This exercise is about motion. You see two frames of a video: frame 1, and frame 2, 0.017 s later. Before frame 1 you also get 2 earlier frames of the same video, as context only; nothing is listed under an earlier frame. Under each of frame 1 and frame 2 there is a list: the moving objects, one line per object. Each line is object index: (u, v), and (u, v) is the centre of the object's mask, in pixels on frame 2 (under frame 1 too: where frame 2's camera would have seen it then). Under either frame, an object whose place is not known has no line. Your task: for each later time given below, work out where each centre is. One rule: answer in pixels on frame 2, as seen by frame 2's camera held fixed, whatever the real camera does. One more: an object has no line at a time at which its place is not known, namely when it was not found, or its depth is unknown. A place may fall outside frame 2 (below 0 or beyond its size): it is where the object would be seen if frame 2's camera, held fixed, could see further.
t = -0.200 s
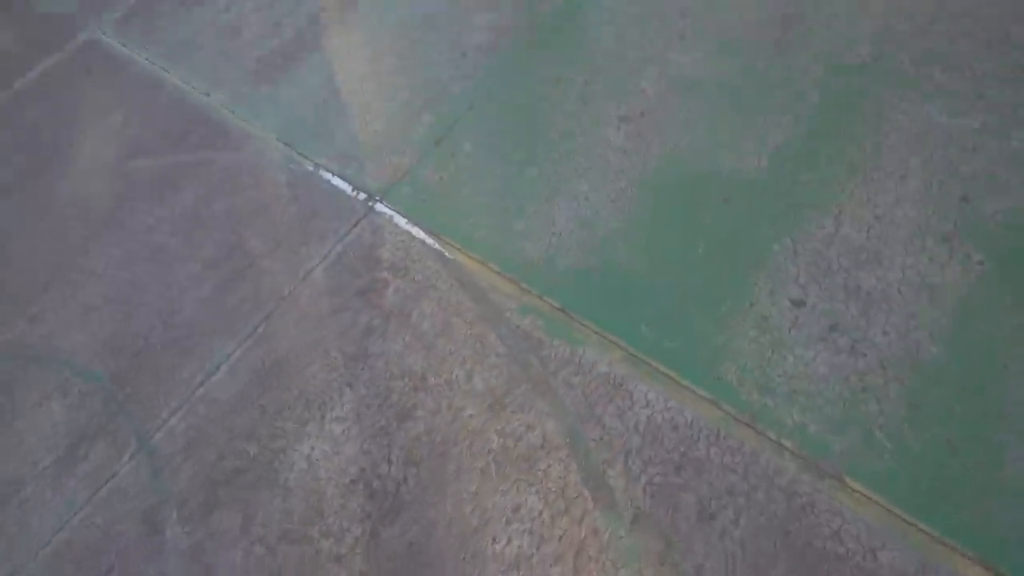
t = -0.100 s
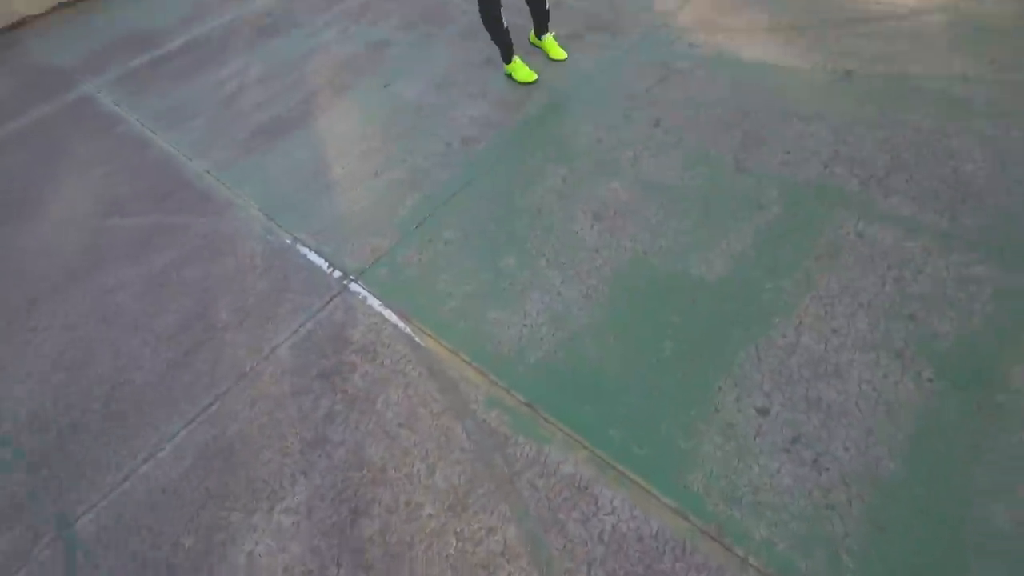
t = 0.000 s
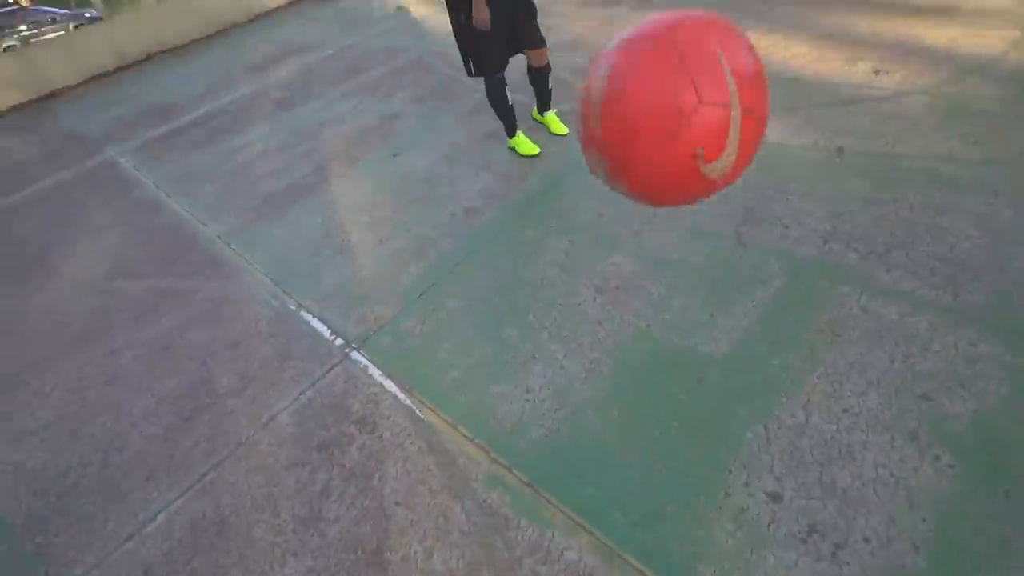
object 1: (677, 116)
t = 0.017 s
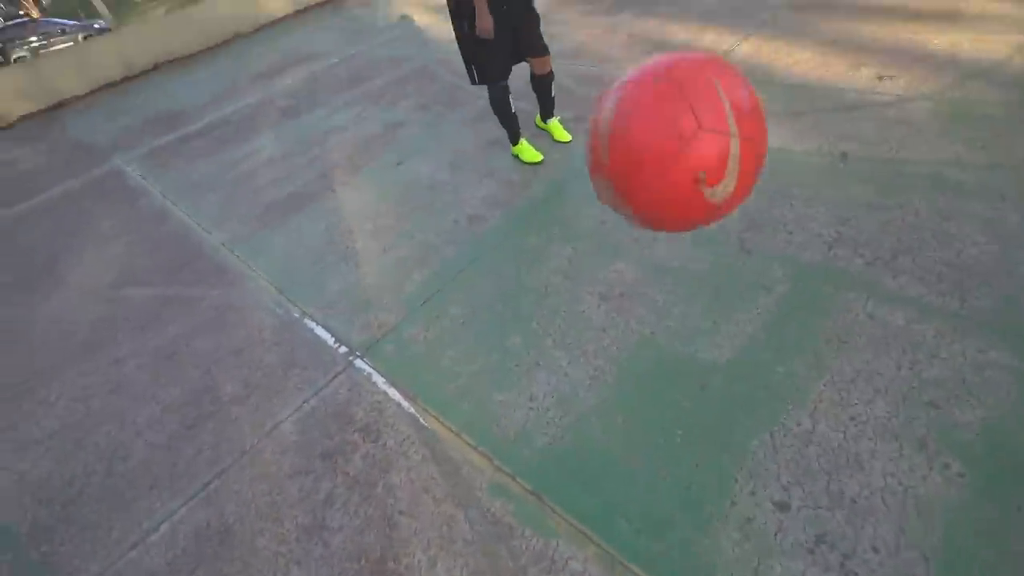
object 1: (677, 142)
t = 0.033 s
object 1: (677, 166)
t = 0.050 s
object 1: (677, 189)
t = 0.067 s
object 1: (676, 211)
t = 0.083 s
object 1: (676, 231)
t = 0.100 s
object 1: (675, 250)
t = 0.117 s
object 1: (674, 268)
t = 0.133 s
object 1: (673, 285)
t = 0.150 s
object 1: (673, 302)
